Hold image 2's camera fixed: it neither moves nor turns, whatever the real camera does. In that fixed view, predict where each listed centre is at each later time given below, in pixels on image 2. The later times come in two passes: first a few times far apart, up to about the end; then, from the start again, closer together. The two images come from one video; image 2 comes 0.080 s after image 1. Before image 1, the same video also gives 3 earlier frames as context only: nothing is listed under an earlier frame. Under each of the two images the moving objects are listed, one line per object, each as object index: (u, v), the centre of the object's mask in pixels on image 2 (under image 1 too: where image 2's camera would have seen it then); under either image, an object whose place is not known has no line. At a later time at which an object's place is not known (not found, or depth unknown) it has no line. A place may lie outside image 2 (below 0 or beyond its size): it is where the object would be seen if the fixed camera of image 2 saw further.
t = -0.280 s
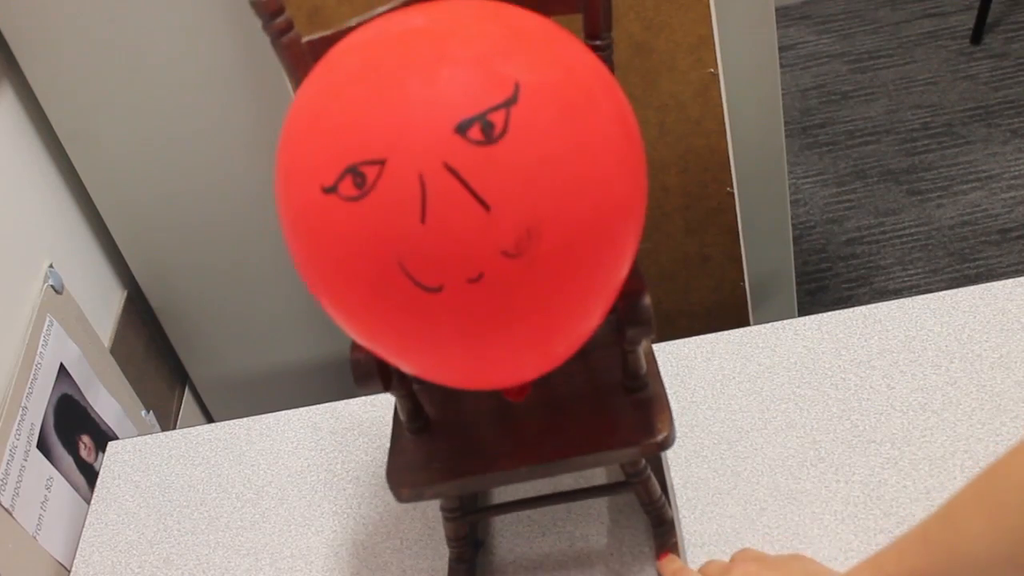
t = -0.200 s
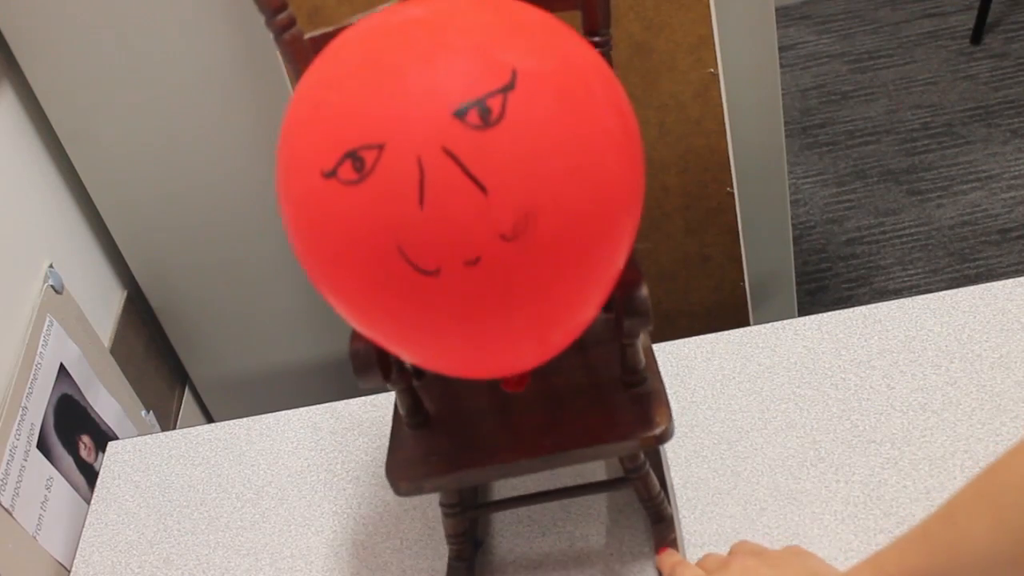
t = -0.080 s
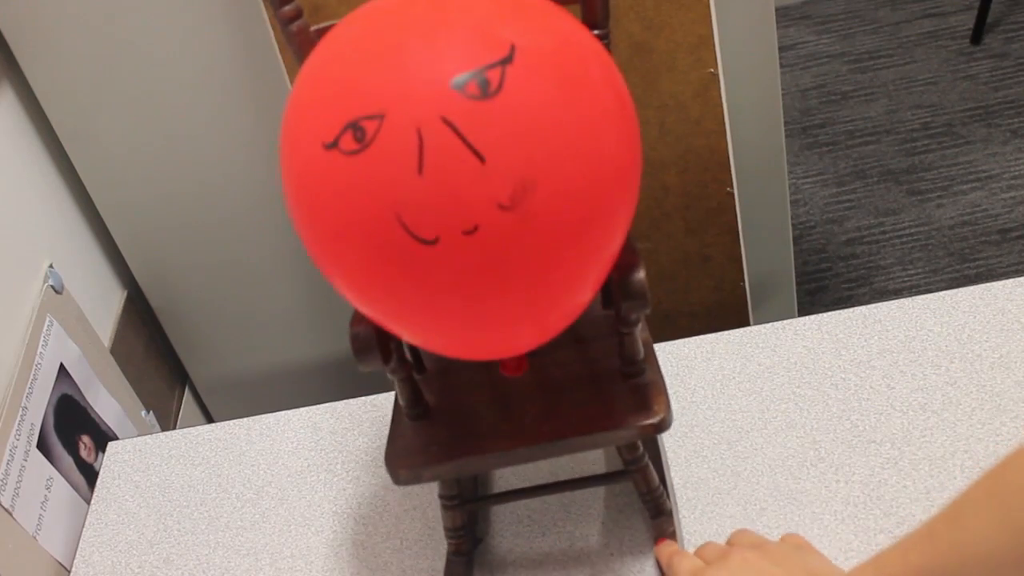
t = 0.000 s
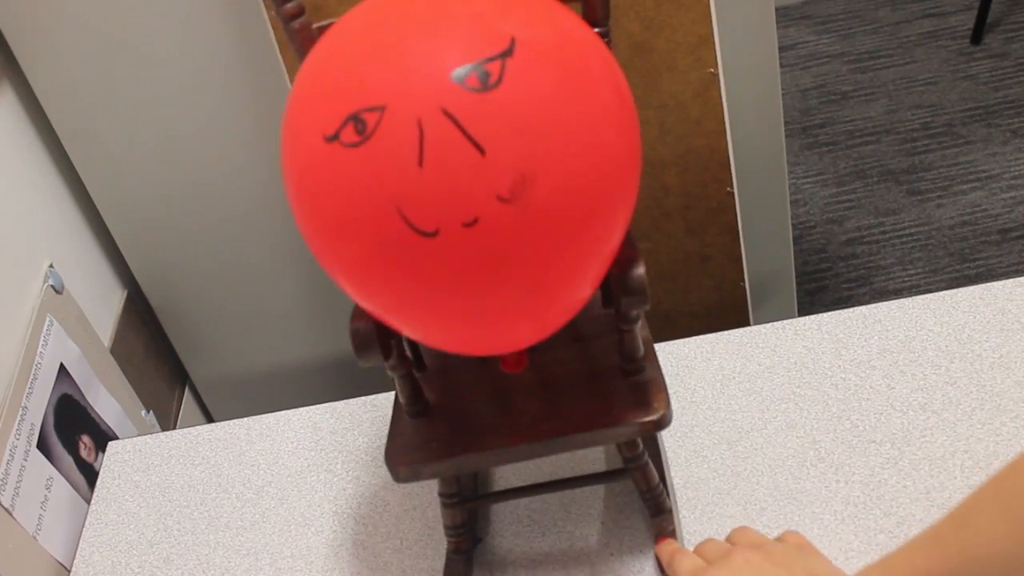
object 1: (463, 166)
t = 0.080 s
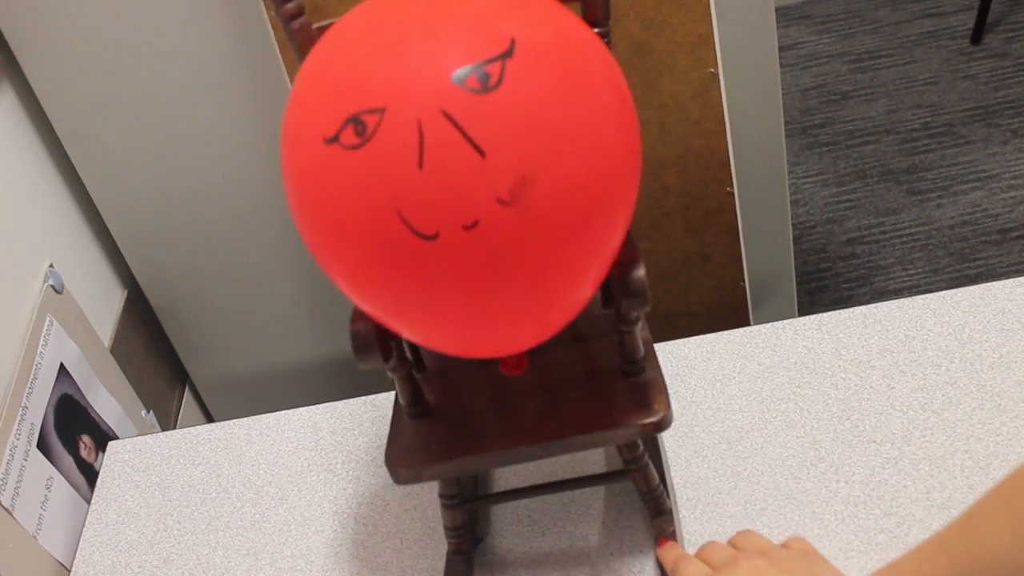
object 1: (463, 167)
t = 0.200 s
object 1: (462, 189)
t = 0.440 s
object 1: (470, 225)
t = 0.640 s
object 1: (464, 149)
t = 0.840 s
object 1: (460, 134)
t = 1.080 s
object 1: (461, 185)
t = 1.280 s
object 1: (460, 169)
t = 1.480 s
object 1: (459, 132)
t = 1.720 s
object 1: (461, 155)
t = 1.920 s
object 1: (460, 184)
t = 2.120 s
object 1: (459, 147)
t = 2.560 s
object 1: (455, 167)
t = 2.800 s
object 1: (459, 166)
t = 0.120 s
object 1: (463, 171)
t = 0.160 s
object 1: (462, 179)
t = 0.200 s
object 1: (462, 189)
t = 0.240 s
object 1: (464, 200)
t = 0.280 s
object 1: (467, 213)
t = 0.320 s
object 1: (469, 224)
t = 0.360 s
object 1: (471, 230)
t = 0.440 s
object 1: (470, 225)
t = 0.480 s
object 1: (468, 213)
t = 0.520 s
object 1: (465, 198)
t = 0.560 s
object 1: (463, 180)
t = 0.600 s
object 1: (465, 163)
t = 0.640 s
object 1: (464, 149)
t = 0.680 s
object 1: (461, 138)
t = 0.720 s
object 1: (462, 130)
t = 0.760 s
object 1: (461, 127)
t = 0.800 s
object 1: (461, 129)
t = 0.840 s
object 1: (460, 134)
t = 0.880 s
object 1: (461, 141)
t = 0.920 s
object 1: (462, 149)
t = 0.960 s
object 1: (462, 159)
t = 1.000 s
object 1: (460, 169)
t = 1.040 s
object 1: (460, 178)
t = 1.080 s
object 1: (461, 185)
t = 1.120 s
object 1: (462, 188)
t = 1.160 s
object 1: (462, 188)
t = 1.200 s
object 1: (461, 185)
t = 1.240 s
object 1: (461, 177)
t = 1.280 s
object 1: (460, 169)
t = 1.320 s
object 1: (462, 159)
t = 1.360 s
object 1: (462, 149)
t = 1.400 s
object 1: (462, 142)
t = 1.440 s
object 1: (459, 136)
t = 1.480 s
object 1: (459, 132)
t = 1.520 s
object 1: (460, 130)
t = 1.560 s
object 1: (459, 132)
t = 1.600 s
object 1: (459, 136)
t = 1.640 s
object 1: (460, 141)
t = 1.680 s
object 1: (461, 148)
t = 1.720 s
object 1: (461, 155)
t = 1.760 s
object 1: (459, 165)
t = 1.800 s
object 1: (459, 173)
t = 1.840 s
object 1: (458, 180)
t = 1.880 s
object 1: (459, 184)
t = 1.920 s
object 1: (460, 184)
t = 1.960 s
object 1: (459, 181)
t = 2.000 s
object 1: (458, 174)
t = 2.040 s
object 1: (457, 165)
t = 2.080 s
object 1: (458, 156)
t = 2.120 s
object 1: (459, 147)
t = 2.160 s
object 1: (457, 140)
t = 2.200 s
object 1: (457, 135)
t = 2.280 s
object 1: (455, 130)
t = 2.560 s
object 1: (455, 167)
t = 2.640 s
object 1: (457, 178)
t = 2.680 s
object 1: (458, 179)
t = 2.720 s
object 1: (458, 179)
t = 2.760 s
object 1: (459, 173)
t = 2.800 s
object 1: (459, 166)
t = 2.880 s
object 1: (461, 148)
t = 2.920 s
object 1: (461, 140)
